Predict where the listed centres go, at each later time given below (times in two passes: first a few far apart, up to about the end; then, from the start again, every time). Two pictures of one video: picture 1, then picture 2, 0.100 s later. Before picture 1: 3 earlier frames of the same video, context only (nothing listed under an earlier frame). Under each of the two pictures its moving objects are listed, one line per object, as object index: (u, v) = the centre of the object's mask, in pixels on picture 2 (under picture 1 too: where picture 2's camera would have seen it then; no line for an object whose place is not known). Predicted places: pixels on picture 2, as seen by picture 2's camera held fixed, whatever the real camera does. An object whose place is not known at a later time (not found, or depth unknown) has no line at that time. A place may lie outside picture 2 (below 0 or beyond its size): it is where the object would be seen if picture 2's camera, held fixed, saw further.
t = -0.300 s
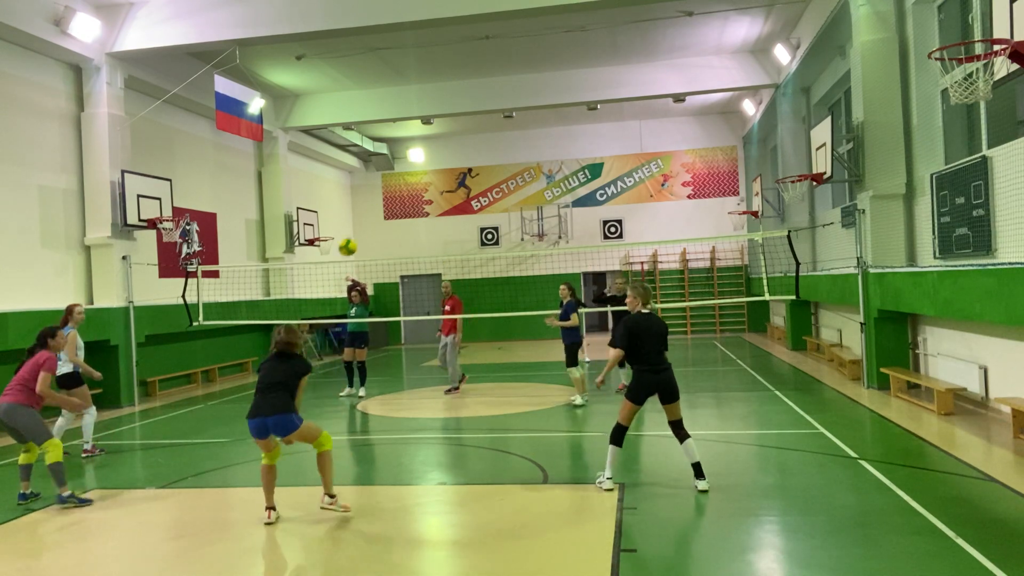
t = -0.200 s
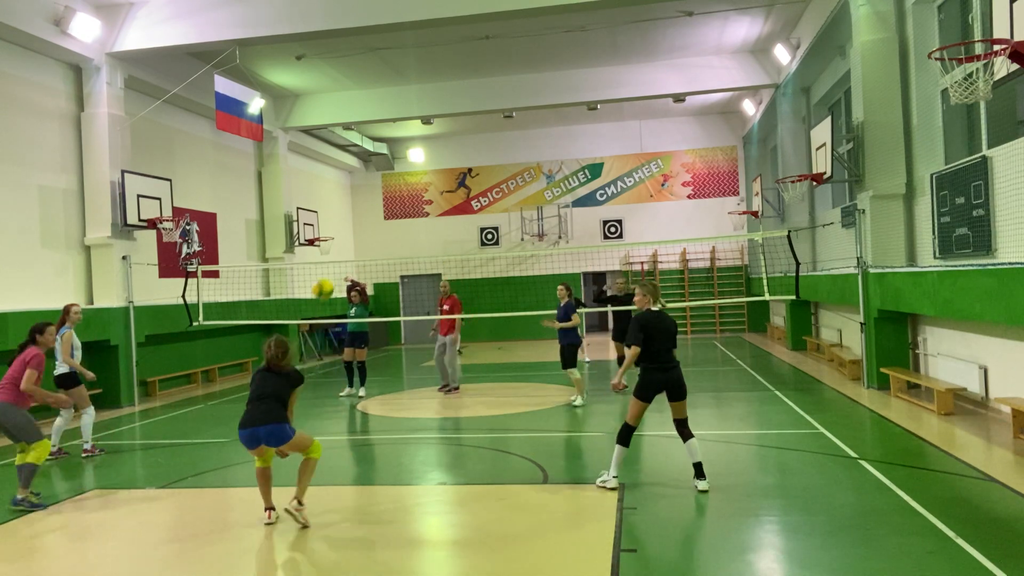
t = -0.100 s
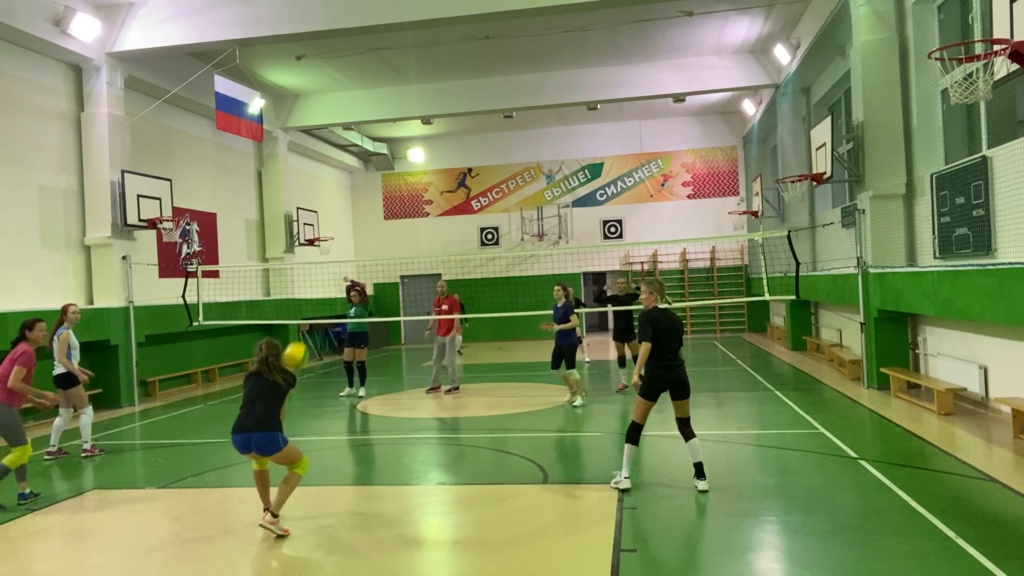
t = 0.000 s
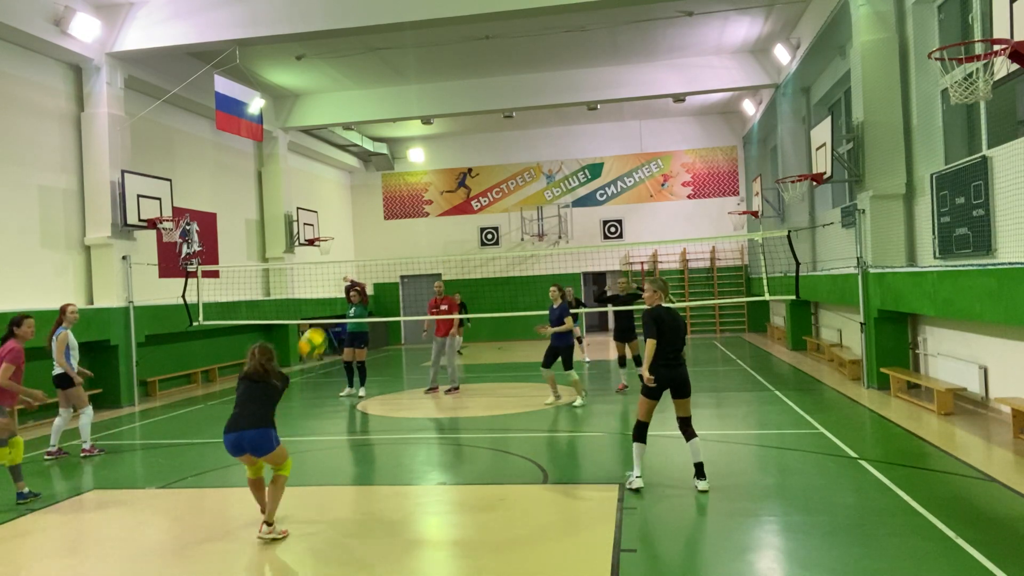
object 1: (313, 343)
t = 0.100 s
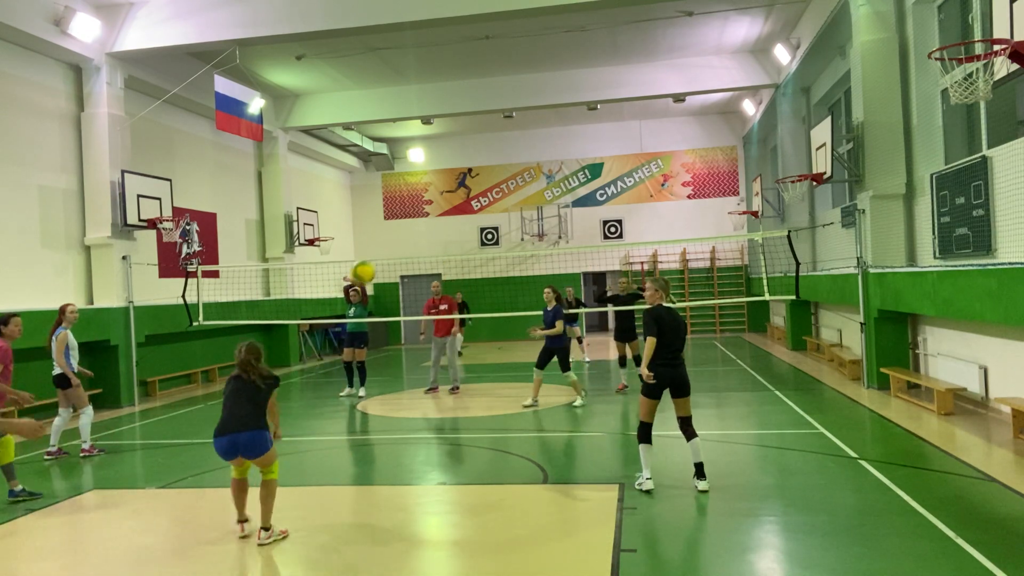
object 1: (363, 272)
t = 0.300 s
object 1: (448, 183)
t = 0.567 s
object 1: (542, 145)
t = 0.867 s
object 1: (632, 181)
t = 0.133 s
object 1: (378, 253)
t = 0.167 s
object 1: (393, 236)
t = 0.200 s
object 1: (407, 220)
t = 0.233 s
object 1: (421, 207)
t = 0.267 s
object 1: (434, 194)
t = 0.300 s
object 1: (448, 183)
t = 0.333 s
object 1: (461, 173)
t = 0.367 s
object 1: (473, 166)
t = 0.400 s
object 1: (485, 160)
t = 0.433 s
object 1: (497, 155)
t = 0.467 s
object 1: (509, 150)
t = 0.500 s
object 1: (520, 147)
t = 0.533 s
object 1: (532, 146)
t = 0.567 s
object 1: (542, 145)
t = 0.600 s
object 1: (553, 145)
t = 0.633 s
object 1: (564, 147)
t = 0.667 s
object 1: (573, 149)
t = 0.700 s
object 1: (584, 152)
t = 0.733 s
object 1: (594, 156)
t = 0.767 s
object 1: (603, 161)
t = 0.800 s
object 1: (613, 167)
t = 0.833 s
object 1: (622, 173)
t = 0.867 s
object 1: (632, 181)
